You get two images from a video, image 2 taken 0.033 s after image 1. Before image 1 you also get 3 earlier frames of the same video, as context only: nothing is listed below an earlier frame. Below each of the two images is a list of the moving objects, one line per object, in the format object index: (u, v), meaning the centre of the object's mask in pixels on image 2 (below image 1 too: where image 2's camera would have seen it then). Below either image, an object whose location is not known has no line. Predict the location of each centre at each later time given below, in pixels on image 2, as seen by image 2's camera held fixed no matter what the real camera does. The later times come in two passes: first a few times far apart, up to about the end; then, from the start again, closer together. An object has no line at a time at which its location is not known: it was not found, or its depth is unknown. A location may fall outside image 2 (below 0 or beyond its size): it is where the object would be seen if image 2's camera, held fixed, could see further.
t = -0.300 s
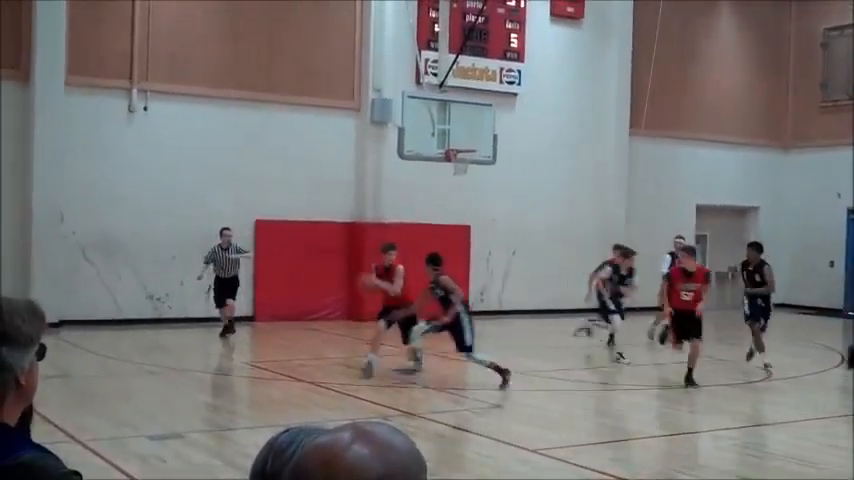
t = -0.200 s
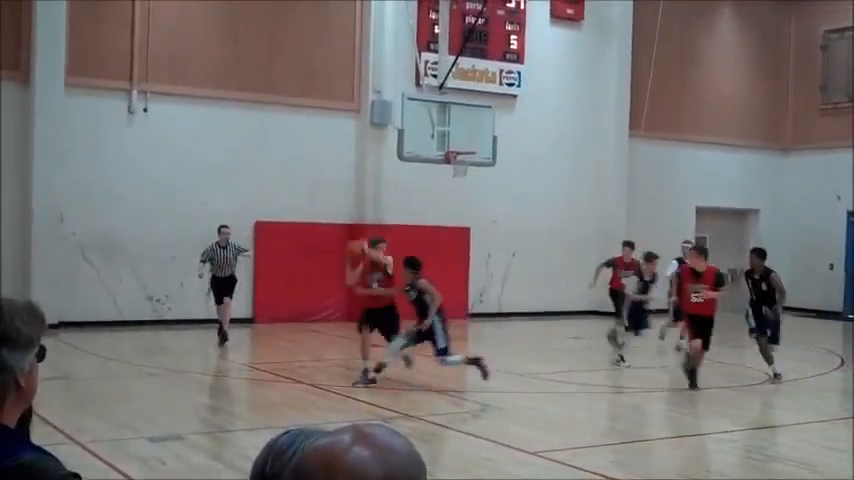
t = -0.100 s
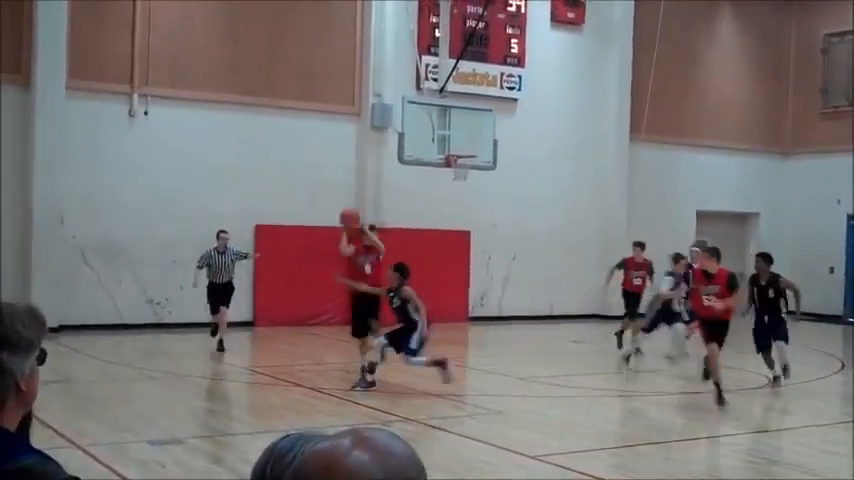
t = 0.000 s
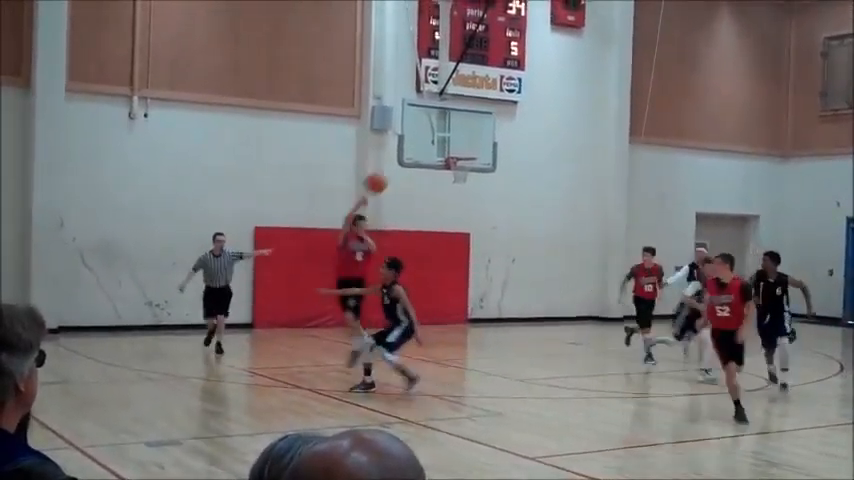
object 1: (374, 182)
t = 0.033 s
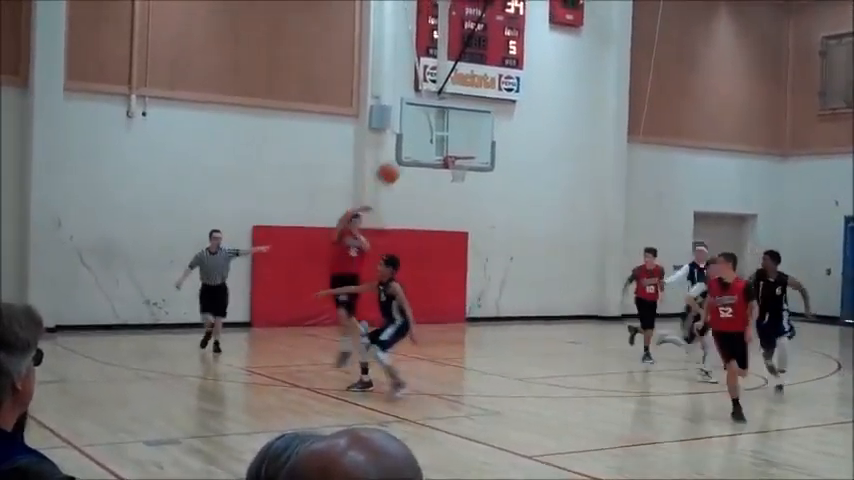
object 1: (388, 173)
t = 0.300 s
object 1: (520, 134)
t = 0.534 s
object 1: (679, 162)
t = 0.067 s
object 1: (402, 167)
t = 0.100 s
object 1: (417, 158)
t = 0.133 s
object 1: (434, 152)
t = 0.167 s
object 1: (448, 147)
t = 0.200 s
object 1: (464, 142)
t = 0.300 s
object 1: (520, 134)
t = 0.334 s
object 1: (539, 134)
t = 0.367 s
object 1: (561, 136)
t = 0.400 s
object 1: (582, 137)
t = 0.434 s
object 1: (605, 141)
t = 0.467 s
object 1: (628, 148)
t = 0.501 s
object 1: (653, 155)
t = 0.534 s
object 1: (679, 162)
